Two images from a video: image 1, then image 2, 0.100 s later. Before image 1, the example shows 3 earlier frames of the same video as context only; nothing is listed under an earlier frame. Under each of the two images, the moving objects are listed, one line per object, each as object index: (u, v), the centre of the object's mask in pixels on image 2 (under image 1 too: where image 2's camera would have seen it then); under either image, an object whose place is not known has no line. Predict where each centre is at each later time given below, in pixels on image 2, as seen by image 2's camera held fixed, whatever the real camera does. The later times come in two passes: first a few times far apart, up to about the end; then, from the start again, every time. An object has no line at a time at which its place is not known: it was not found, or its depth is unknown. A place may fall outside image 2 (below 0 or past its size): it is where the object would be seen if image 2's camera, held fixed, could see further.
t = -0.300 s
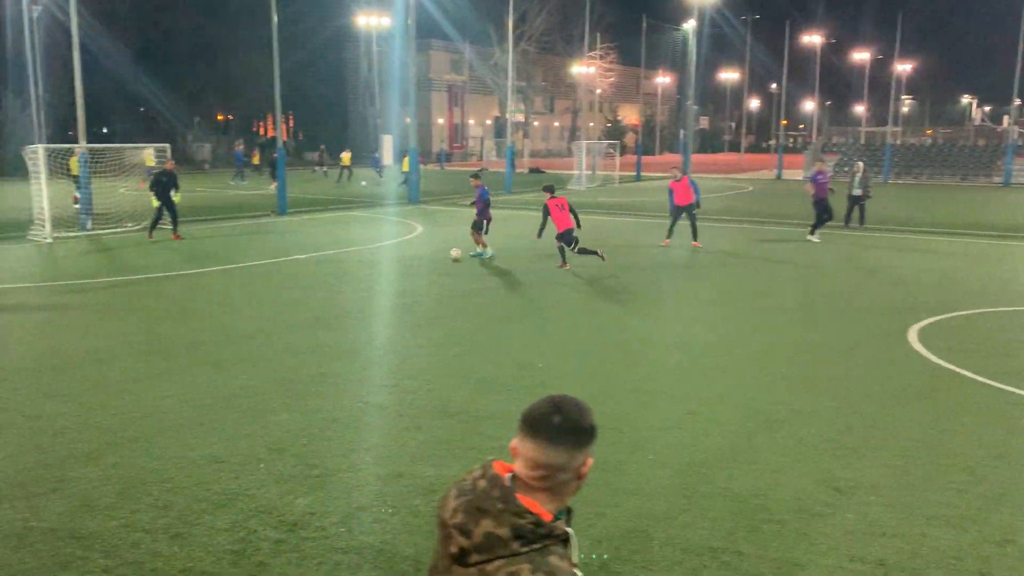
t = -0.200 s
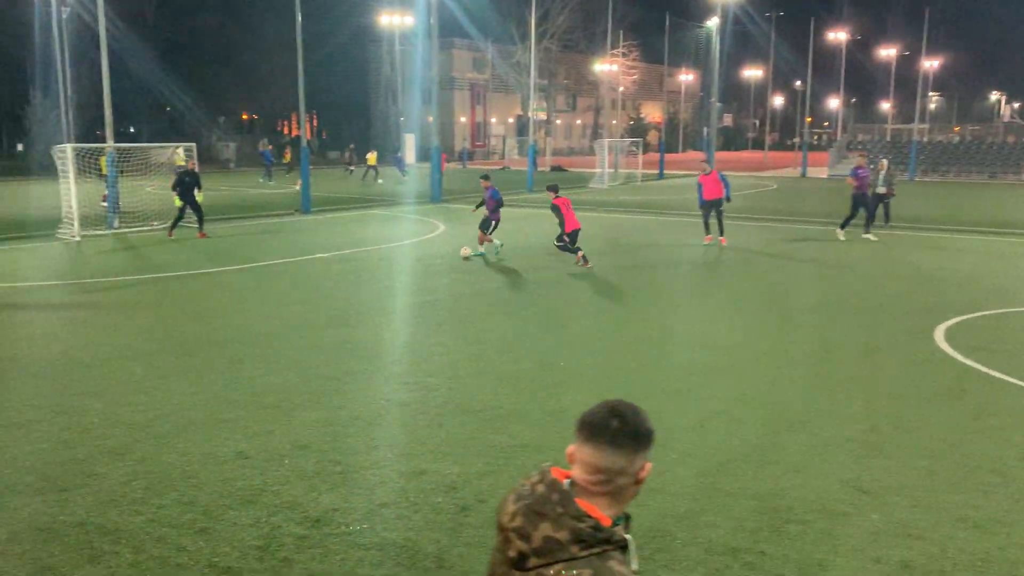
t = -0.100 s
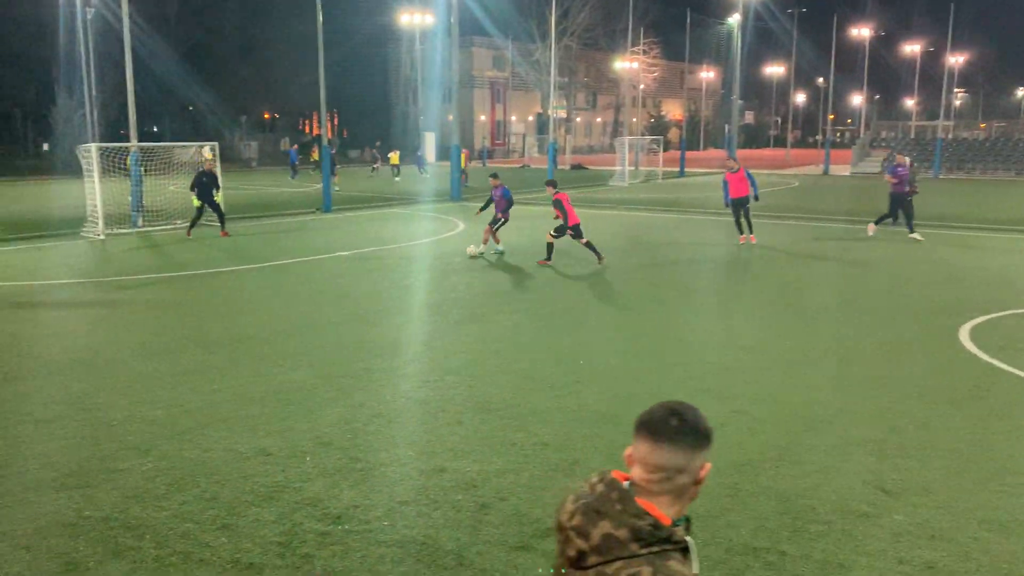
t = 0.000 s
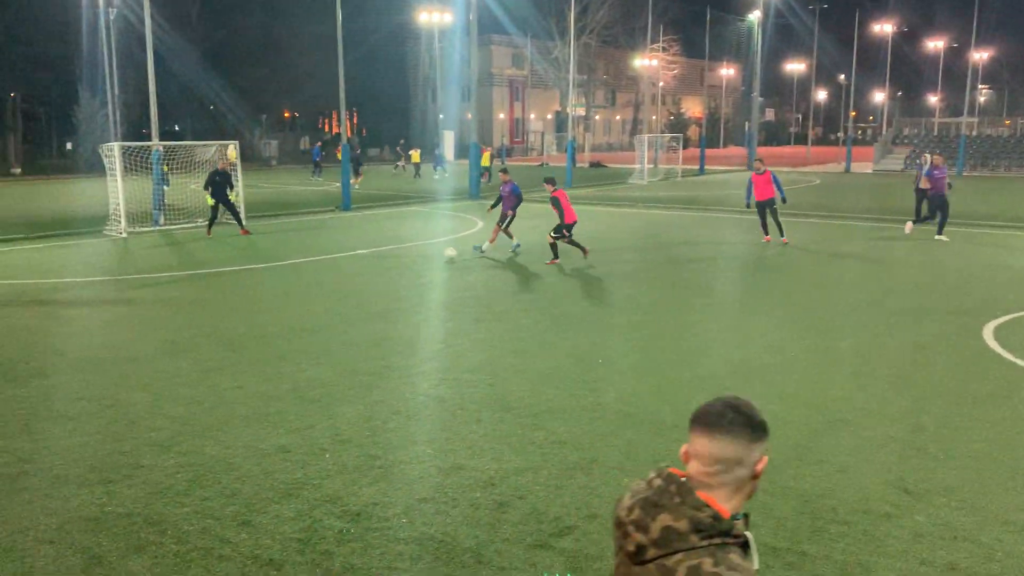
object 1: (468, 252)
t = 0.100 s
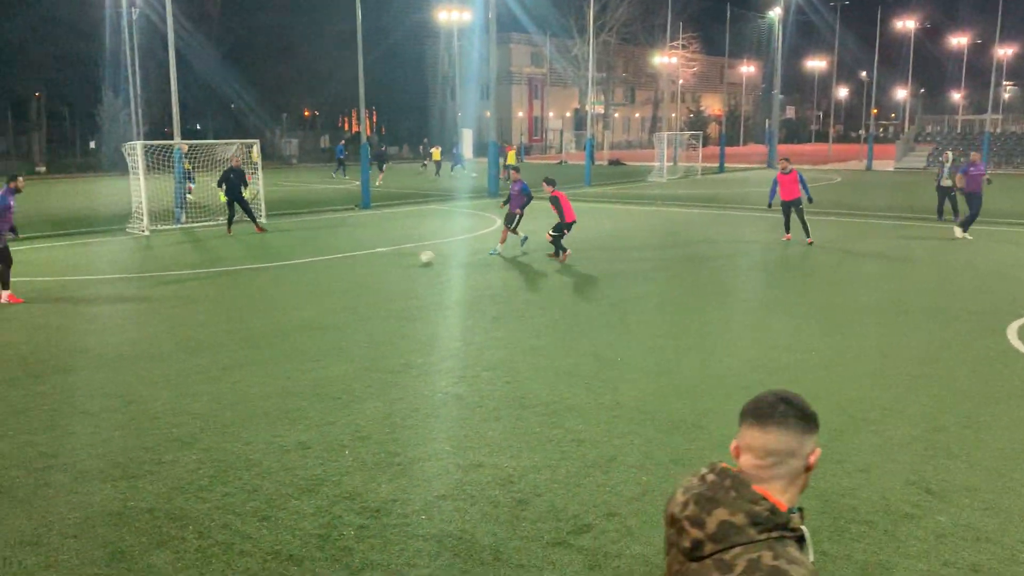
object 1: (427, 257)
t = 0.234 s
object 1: (368, 265)
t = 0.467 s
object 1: (261, 279)
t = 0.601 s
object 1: (198, 287)
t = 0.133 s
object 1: (412, 260)
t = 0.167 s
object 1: (398, 262)
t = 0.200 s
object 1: (383, 263)
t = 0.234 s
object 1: (368, 265)
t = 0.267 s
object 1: (354, 266)
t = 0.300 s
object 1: (339, 268)
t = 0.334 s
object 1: (323, 271)
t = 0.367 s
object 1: (308, 273)
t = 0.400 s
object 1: (292, 274)
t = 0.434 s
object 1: (277, 276)
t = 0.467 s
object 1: (261, 279)
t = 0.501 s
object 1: (245, 281)
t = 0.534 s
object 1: (230, 282)
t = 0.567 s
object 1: (214, 284)
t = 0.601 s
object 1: (198, 287)
